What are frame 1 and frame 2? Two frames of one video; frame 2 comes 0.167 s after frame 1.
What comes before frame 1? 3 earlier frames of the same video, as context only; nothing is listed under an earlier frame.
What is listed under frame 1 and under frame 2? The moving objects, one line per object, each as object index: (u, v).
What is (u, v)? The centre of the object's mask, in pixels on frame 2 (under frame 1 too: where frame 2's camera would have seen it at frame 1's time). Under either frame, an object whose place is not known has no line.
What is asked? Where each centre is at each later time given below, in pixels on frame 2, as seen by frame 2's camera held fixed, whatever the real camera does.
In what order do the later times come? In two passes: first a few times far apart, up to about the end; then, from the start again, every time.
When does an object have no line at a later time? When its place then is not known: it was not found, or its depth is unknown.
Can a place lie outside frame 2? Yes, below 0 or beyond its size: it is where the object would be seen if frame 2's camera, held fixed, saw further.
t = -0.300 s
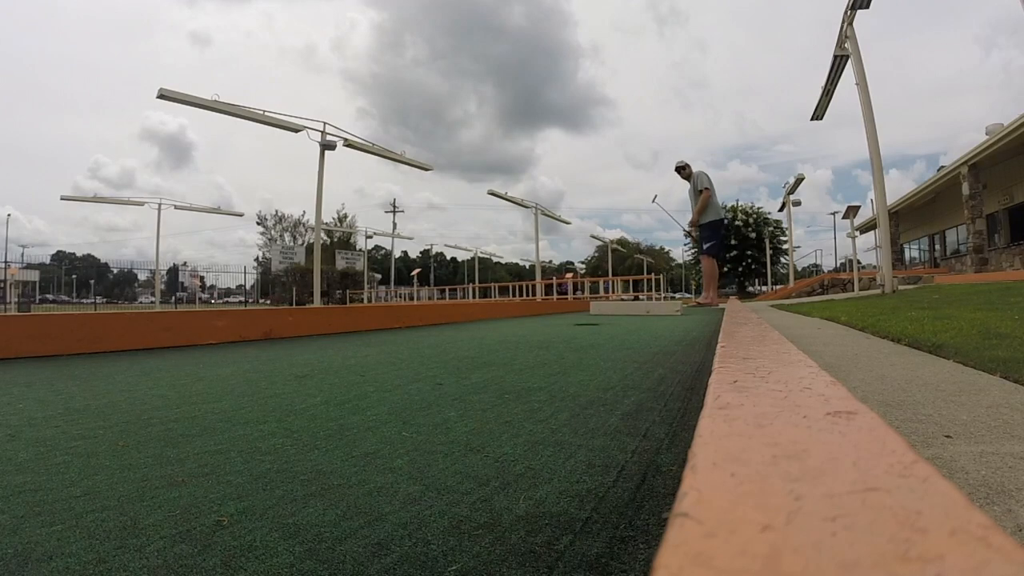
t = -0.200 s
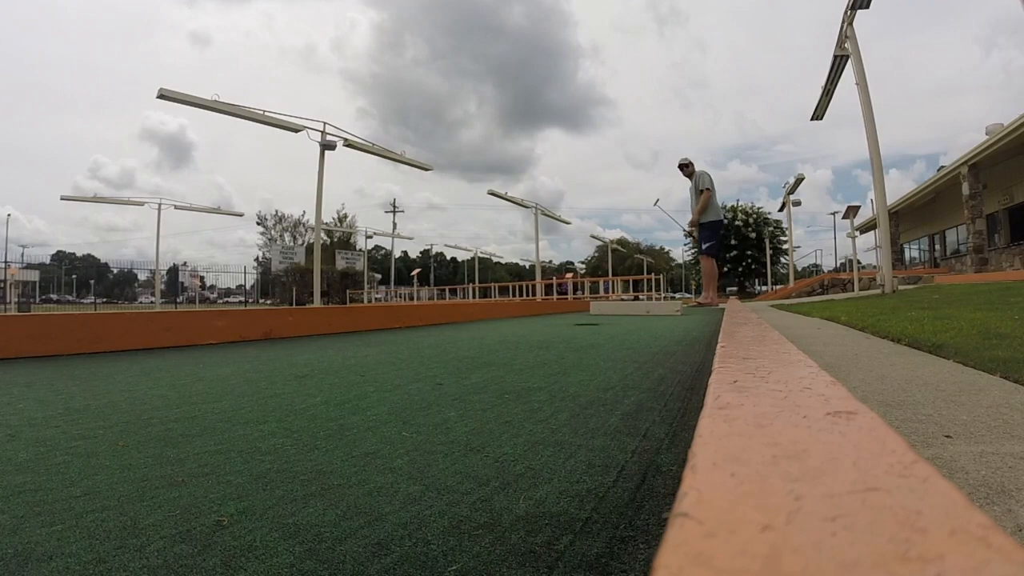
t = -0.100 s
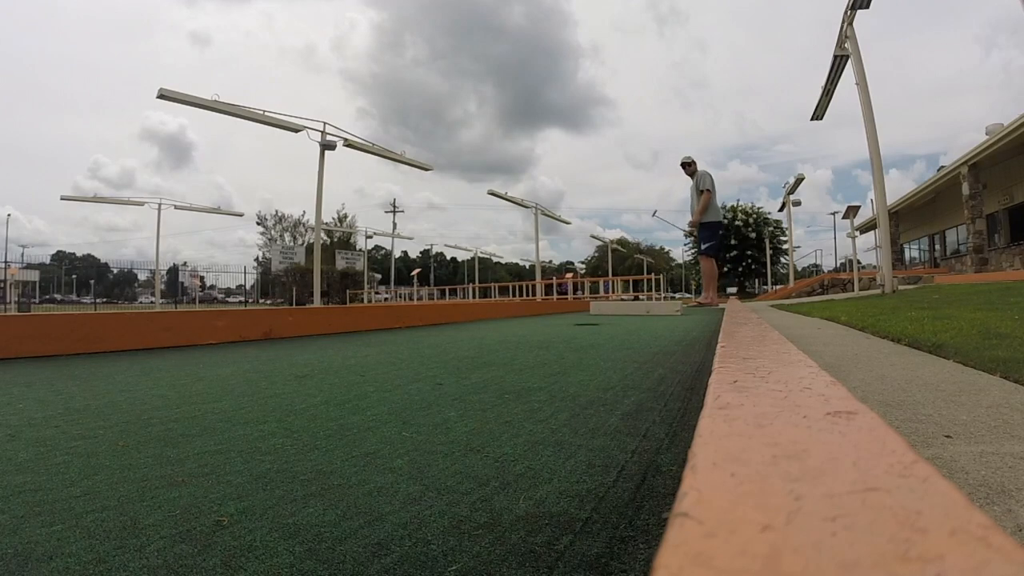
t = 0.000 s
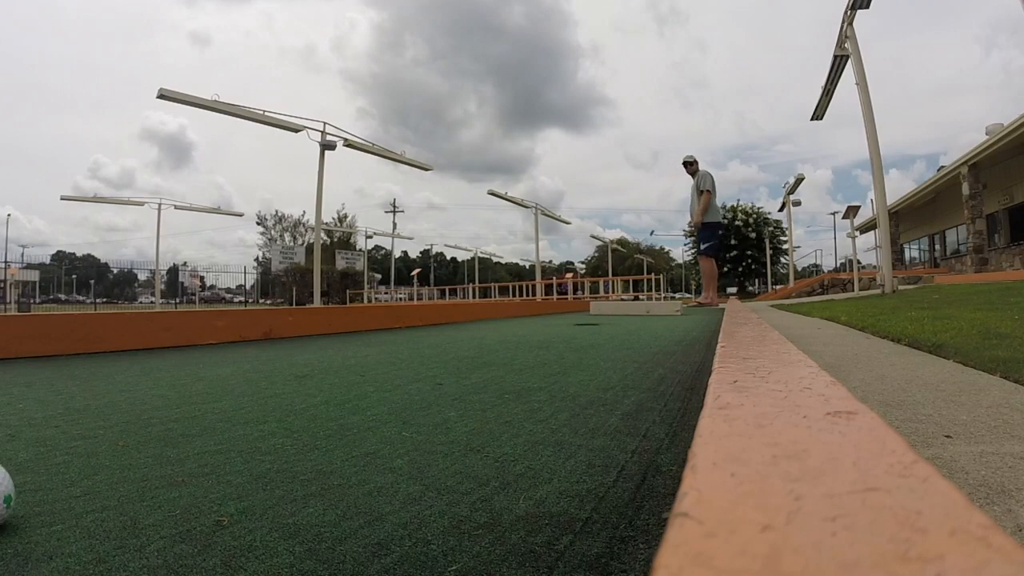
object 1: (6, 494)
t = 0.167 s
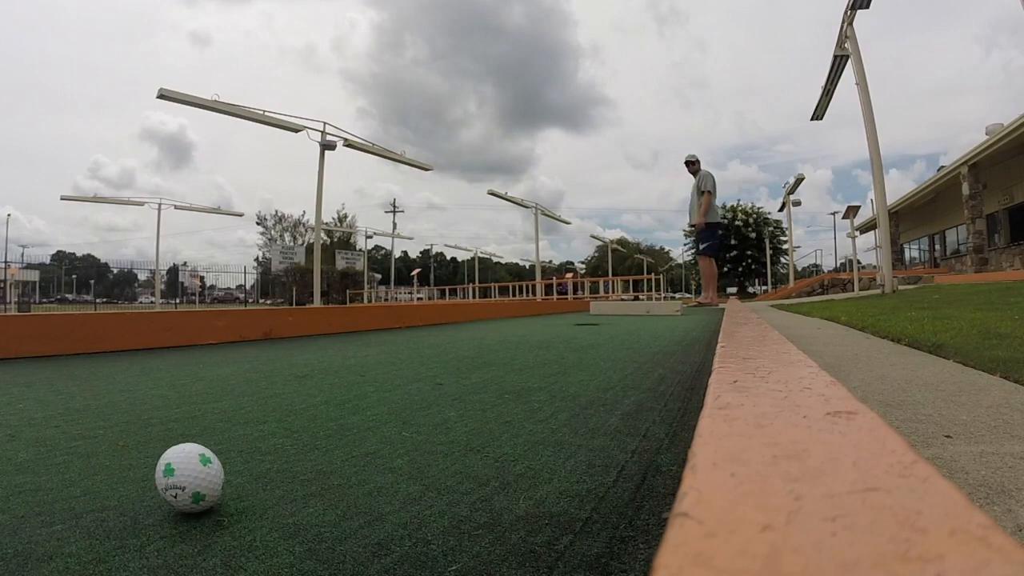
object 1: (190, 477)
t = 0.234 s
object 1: (268, 467)
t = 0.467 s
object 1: (480, 428)
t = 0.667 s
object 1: (584, 402)
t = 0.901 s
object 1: (651, 382)
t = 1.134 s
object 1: (683, 368)
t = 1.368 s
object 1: (696, 362)
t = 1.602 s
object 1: (701, 357)
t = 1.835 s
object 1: (705, 354)
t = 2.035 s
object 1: (707, 353)
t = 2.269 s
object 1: (707, 353)
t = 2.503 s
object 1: (707, 353)
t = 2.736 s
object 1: (707, 353)
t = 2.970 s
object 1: (707, 353)
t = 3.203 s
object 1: (706, 353)
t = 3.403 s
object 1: (706, 353)
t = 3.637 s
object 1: (706, 353)
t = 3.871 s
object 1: (706, 353)
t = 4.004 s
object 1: (706, 353)
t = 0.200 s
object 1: (229, 472)
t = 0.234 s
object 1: (268, 467)
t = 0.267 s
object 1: (305, 462)
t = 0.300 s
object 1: (340, 457)
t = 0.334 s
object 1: (373, 450)
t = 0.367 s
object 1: (403, 444)
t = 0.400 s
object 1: (431, 439)
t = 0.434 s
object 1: (456, 433)
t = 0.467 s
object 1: (480, 428)
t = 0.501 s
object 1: (501, 424)
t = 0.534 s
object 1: (521, 418)
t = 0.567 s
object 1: (539, 414)
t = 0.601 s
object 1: (555, 410)
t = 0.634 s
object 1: (570, 406)
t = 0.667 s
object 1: (584, 402)
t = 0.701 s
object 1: (596, 398)
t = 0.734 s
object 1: (607, 396)
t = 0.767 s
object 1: (618, 392)
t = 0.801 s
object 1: (627, 389)
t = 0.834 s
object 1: (635, 387)
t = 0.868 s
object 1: (643, 384)
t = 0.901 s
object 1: (651, 382)
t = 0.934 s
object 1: (657, 380)
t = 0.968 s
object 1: (662, 377)
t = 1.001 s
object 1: (667, 376)
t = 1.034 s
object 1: (673, 374)
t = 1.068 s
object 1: (676, 372)
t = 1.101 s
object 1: (680, 371)
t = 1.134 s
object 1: (683, 368)
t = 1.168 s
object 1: (685, 368)
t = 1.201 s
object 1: (688, 367)
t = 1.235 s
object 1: (690, 366)
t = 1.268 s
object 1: (692, 364)
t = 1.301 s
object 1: (694, 364)
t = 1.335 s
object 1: (696, 363)
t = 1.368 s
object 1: (696, 362)
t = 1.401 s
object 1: (698, 361)
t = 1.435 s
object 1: (698, 360)
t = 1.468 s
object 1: (699, 359)
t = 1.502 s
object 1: (700, 359)
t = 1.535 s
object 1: (700, 358)
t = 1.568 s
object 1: (700, 358)
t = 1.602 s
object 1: (701, 357)
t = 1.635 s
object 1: (701, 357)
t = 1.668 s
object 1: (702, 356)
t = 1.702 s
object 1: (703, 355)
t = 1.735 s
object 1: (704, 355)
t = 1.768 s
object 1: (704, 355)
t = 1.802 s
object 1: (705, 354)
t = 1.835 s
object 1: (705, 354)
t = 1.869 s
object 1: (706, 354)
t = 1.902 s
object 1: (706, 353)
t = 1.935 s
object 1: (707, 353)
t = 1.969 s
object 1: (707, 353)
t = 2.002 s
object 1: (707, 353)
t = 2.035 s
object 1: (707, 353)
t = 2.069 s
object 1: (707, 353)
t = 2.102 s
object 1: (707, 353)
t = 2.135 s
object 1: (707, 353)
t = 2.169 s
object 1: (707, 353)
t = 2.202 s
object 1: (707, 353)
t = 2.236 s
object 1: (707, 353)
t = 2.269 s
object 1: (707, 353)
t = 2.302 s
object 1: (707, 353)
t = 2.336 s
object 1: (707, 353)
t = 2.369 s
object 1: (707, 353)
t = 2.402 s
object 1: (707, 353)
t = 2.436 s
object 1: (707, 353)
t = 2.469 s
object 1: (707, 353)
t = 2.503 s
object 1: (707, 353)
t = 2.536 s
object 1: (707, 353)
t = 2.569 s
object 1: (707, 353)
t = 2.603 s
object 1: (707, 353)
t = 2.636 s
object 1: (707, 353)
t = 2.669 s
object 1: (707, 353)
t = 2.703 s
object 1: (707, 353)
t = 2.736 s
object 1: (707, 353)
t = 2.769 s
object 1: (707, 353)
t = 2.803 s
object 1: (707, 353)
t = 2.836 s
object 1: (707, 353)
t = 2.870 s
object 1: (707, 353)
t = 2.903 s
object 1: (707, 353)
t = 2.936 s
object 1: (707, 353)
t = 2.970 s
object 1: (707, 353)
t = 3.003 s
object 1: (707, 353)
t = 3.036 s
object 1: (707, 353)
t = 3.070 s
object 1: (706, 353)
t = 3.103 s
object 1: (706, 353)
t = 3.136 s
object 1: (706, 353)
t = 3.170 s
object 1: (706, 353)
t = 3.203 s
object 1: (706, 353)
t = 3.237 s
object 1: (706, 353)
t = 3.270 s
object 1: (706, 353)
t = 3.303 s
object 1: (706, 353)
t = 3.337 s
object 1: (706, 353)
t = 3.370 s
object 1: (706, 353)
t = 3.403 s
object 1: (706, 353)
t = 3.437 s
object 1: (706, 353)
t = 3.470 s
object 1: (706, 353)
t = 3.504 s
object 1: (706, 353)
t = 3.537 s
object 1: (706, 353)
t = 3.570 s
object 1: (706, 353)
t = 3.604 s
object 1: (706, 353)
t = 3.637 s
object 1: (706, 353)
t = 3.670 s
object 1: (706, 353)
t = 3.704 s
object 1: (706, 353)
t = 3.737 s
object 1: (706, 353)
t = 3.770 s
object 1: (706, 353)
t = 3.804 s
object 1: (706, 353)
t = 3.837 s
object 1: (706, 353)
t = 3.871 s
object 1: (706, 353)
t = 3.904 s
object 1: (706, 353)
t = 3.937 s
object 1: (706, 353)
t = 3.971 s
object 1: (706, 353)
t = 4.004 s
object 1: (706, 353)
